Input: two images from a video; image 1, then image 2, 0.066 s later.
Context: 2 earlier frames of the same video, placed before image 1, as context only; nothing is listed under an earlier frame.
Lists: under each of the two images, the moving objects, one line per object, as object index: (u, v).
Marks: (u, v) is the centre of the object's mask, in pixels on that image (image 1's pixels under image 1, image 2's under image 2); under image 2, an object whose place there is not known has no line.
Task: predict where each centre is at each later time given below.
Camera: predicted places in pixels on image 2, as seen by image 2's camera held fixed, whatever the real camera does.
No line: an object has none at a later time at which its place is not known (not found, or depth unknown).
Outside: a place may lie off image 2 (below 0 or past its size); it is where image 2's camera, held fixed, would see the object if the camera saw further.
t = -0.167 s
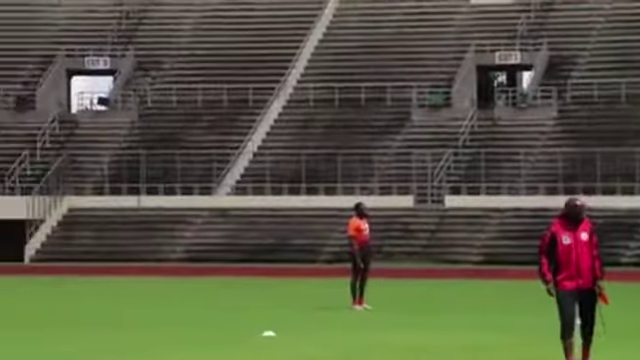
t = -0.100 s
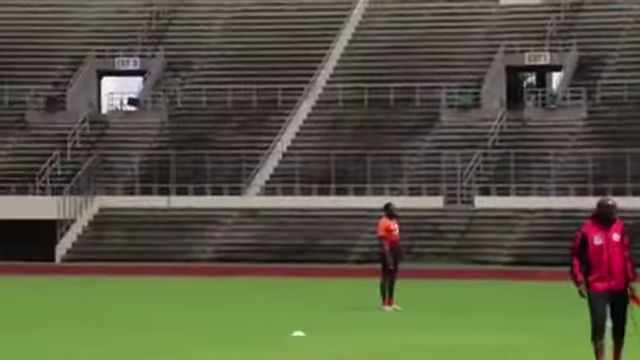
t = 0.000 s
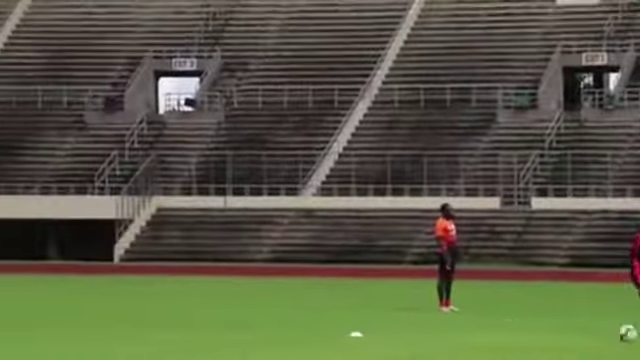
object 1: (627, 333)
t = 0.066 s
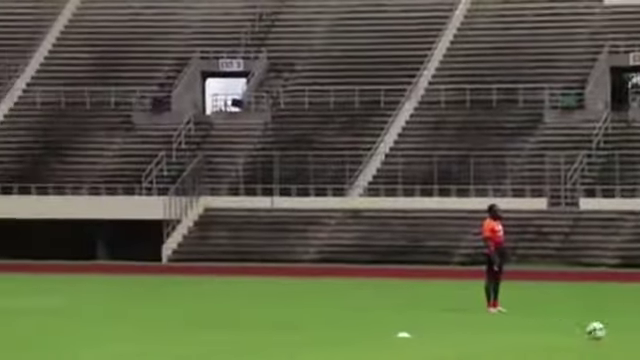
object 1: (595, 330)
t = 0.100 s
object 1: (552, 330)
